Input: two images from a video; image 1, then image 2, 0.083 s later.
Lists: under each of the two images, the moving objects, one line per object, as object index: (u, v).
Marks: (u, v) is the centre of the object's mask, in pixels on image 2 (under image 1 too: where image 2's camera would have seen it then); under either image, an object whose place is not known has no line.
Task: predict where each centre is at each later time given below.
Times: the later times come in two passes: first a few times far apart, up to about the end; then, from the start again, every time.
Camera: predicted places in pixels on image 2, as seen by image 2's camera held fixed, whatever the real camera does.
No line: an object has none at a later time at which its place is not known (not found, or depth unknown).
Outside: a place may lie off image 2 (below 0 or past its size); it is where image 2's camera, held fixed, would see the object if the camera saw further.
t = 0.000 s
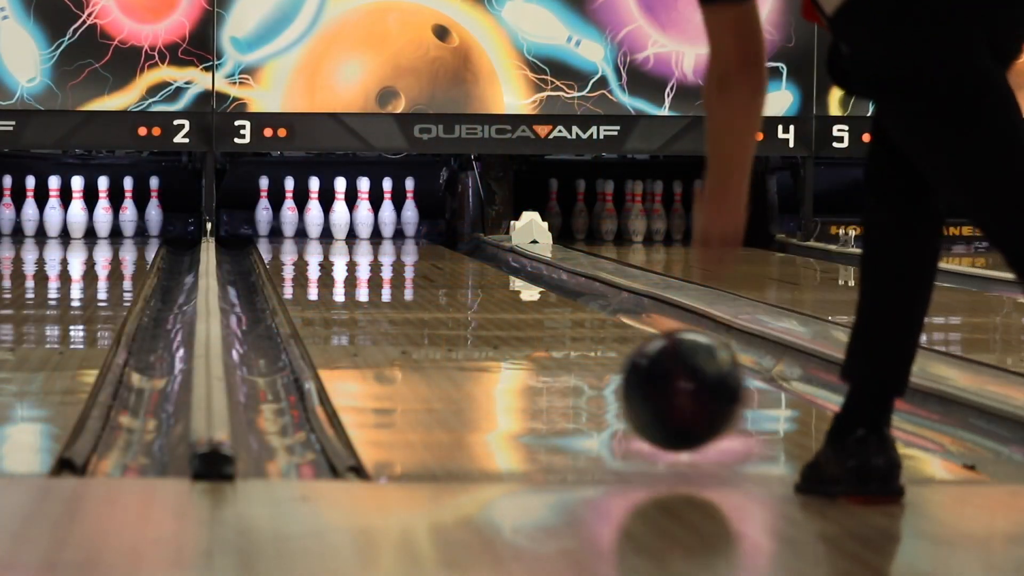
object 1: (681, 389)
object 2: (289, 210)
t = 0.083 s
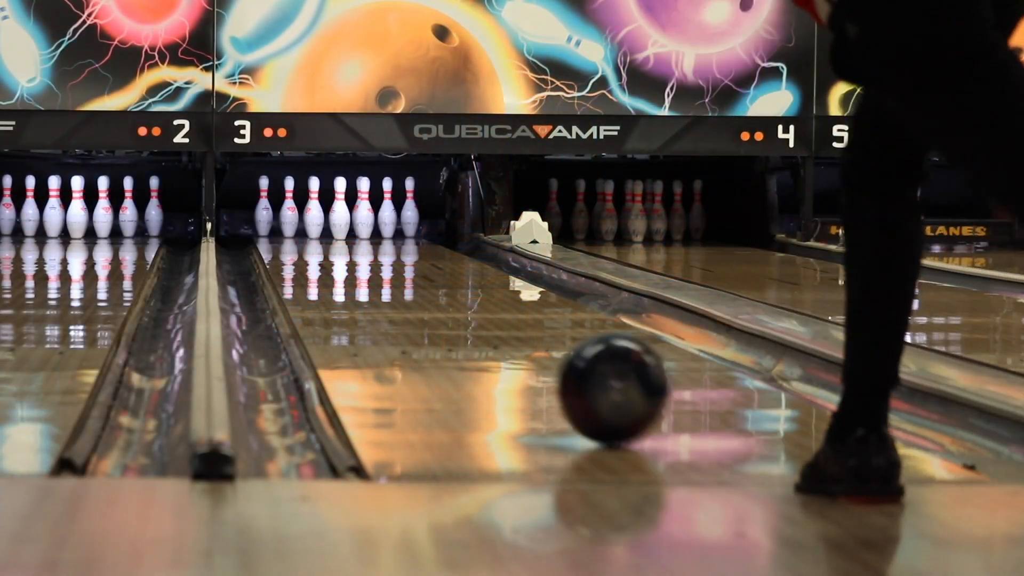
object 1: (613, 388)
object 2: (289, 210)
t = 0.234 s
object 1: (523, 352)
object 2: (289, 210)
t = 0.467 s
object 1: (429, 309)
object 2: (289, 210)
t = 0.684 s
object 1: (372, 286)
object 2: (289, 210)
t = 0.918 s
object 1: (331, 266)
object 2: (289, 210)
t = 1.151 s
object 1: (306, 252)
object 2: (289, 209)
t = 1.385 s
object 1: (294, 241)
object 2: (288, 201)
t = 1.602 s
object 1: (295, 233)
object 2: (288, 197)
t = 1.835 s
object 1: (309, 226)
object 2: (288, 208)
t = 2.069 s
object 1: (332, 222)
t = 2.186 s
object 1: (348, 221)
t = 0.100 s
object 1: (601, 381)
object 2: (289, 210)
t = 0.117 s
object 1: (590, 376)
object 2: (289, 210)
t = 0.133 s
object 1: (579, 374)
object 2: (289, 210)
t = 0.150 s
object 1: (568, 371)
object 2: (289, 210)
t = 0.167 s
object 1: (559, 367)
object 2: (289, 210)
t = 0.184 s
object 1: (549, 363)
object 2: (289, 210)
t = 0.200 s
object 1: (540, 359)
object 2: (289, 210)
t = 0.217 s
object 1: (531, 356)
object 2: (289, 210)
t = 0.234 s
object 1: (523, 352)
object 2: (289, 210)
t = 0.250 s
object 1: (515, 348)
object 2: (289, 210)
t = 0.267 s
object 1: (505, 344)
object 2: (289, 210)
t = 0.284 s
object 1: (498, 340)
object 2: (289, 210)
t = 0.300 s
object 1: (491, 337)
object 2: (289, 210)
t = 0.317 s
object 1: (484, 334)
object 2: (289, 210)
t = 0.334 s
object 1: (477, 331)
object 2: (289, 210)
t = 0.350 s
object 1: (470, 328)
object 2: (289, 210)
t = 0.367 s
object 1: (464, 325)
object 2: (289, 210)
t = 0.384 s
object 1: (456, 322)
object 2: (289, 210)
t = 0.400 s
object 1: (451, 320)
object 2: (289, 210)
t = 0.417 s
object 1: (445, 317)
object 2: (289, 210)
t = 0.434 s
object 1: (440, 314)
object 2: (289, 210)
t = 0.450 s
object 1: (434, 312)
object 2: (289, 210)
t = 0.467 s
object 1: (429, 309)
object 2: (289, 210)
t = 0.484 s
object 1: (424, 308)
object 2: (289, 210)
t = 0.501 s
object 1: (418, 306)
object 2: (289, 210)
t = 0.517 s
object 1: (414, 304)
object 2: (289, 210)
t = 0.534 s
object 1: (409, 302)
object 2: (289, 210)
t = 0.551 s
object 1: (404, 300)
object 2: (289, 210)
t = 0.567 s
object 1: (400, 298)
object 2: (289, 210)
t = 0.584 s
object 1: (396, 296)
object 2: (289, 210)
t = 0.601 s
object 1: (391, 294)
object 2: (289, 210)
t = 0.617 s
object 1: (387, 293)
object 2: (289, 210)
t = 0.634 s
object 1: (383, 291)
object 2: (289, 210)
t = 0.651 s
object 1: (379, 289)
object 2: (289, 210)
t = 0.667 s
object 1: (376, 287)
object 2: (289, 210)
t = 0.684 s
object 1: (372, 286)
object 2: (289, 210)
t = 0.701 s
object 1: (369, 284)
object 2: (289, 210)
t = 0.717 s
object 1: (365, 283)
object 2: (289, 210)
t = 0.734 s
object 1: (361, 280)
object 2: (289, 210)
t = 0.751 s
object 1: (358, 279)
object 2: (289, 210)
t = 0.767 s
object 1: (355, 277)
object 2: (289, 210)
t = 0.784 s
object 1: (352, 276)
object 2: (289, 210)
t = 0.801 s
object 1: (350, 274)
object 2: (289, 210)
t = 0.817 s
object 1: (347, 273)
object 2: (289, 210)
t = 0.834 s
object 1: (343, 272)
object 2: (289, 210)
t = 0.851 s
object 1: (341, 270)
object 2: (289, 210)
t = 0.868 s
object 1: (339, 269)
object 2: (289, 210)
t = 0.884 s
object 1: (336, 268)
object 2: (289, 210)
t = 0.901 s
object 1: (334, 267)
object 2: (289, 210)
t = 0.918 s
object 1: (331, 266)
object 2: (289, 210)
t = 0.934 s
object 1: (329, 265)
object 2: (289, 210)
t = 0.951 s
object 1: (327, 264)
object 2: (289, 210)
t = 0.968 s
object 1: (325, 263)
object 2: (289, 210)
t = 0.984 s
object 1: (323, 262)
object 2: (289, 210)
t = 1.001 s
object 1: (321, 261)
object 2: (289, 210)
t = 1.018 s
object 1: (319, 259)
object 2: (289, 210)
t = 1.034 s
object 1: (317, 259)
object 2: (289, 210)
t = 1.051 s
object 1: (315, 258)
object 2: (289, 210)
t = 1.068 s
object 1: (313, 257)
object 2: (289, 210)
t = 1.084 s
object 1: (312, 256)
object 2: (289, 210)
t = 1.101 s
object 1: (311, 255)
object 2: (289, 210)
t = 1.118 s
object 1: (309, 254)
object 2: (289, 209)
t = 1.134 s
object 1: (307, 253)
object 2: (289, 209)
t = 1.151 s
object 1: (306, 252)
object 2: (289, 209)
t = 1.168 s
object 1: (305, 252)
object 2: (288, 208)
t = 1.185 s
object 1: (304, 251)
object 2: (288, 207)
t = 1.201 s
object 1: (303, 250)
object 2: (288, 207)
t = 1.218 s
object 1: (302, 249)
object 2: (288, 206)
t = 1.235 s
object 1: (301, 248)
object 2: (288, 206)
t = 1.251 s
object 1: (300, 247)
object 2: (288, 205)
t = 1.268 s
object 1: (299, 246)
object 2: (288, 205)
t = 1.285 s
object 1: (298, 246)
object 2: (288, 204)
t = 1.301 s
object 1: (297, 245)
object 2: (288, 204)
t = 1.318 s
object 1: (297, 244)
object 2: (288, 204)
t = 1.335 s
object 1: (296, 243)
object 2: (288, 203)
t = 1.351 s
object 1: (296, 243)
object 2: (288, 202)
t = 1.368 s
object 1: (295, 242)
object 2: (288, 202)
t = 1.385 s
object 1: (294, 241)
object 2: (288, 201)
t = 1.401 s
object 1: (294, 240)
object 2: (288, 201)
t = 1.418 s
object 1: (294, 239)
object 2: (288, 200)
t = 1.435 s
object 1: (293, 239)
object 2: (288, 200)
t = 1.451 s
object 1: (293, 238)
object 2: (288, 199)
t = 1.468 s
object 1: (293, 237)
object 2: (288, 199)
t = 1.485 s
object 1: (294, 236)
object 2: (288, 199)
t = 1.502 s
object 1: (293, 236)
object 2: (288, 198)
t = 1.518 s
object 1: (293, 235)
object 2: (288, 198)
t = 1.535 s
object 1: (294, 235)
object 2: (288, 198)
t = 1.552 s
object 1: (294, 234)
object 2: (288, 197)
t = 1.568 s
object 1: (294, 233)
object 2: (288, 197)
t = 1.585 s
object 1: (295, 233)
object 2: (288, 197)
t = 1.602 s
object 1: (295, 233)
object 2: (288, 197)
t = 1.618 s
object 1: (296, 232)
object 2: (288, 197)
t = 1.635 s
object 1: (297, 232)
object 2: (288, 197)
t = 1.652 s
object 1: (297, 231)
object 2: (288, 197)
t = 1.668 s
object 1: (298, 231)
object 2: (288, 197)
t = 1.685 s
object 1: (299, 230)
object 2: (288, 198)
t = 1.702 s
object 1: (300, 230)
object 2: (288, 198)
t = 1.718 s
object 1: (301, 229)
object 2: (288, 199)
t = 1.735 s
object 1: (302, 229)
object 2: (287, 200)
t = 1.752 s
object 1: (303, 228)
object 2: (287, 202)
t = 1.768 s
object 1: (304, 228)
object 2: (287, 203)
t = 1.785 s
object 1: (305, 227)
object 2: (287, 205)
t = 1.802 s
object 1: (307, 227)
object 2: (287, 206)
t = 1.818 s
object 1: (308, 227)
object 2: (288, 207)
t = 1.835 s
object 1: (309, 226)
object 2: (288, 208)
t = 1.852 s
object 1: (311, 226)
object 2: (288, 209)
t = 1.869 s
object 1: (313, 226)
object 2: (288, 209)
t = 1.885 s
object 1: (315, 225)
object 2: (289, 210)
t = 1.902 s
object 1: (317, 225)
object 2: (289, 210)
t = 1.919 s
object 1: (319, 224)
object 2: (289, 210)
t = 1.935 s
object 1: (321, 224)
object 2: (289, 210)
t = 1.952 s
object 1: (323, 224)
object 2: (289, 210)
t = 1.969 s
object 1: (325, 224)
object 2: (289, 210)
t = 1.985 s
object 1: (327, 223)
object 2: (289, 210)
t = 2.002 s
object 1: (329, 223)
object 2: (289, 210)
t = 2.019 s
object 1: (331, 223)
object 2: (289, 210)
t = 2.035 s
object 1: (331, 222)
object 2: (289, 210)
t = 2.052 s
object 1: (331, 222)
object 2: (289, 210)
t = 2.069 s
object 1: (332, 222)
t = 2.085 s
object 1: (334, 222)
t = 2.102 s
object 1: (336, 222)
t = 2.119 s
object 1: (339, 221)
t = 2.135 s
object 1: (341, 221)
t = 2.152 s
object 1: (344, 221)
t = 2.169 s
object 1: (346, 221)
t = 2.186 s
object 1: (348, 221)
